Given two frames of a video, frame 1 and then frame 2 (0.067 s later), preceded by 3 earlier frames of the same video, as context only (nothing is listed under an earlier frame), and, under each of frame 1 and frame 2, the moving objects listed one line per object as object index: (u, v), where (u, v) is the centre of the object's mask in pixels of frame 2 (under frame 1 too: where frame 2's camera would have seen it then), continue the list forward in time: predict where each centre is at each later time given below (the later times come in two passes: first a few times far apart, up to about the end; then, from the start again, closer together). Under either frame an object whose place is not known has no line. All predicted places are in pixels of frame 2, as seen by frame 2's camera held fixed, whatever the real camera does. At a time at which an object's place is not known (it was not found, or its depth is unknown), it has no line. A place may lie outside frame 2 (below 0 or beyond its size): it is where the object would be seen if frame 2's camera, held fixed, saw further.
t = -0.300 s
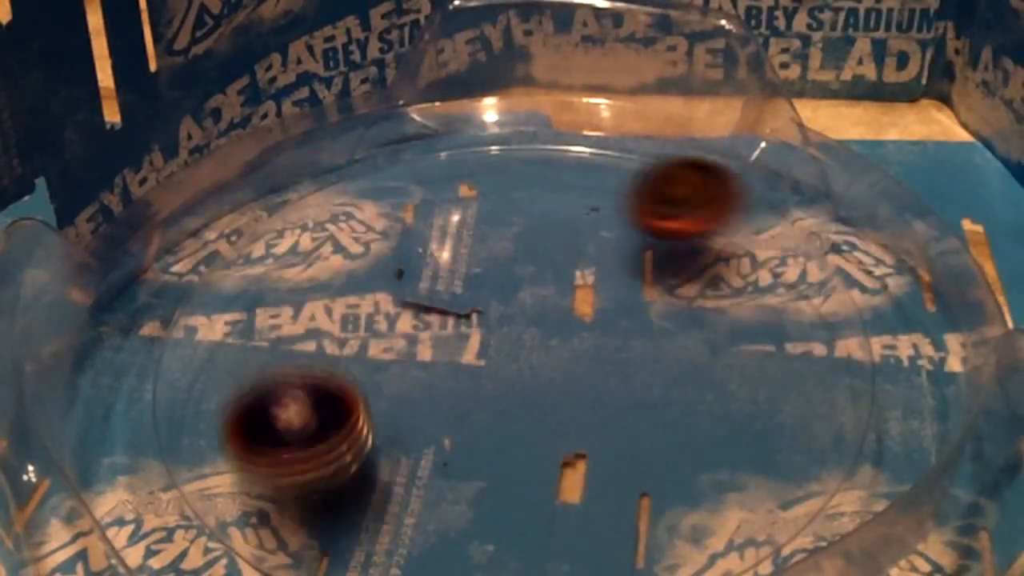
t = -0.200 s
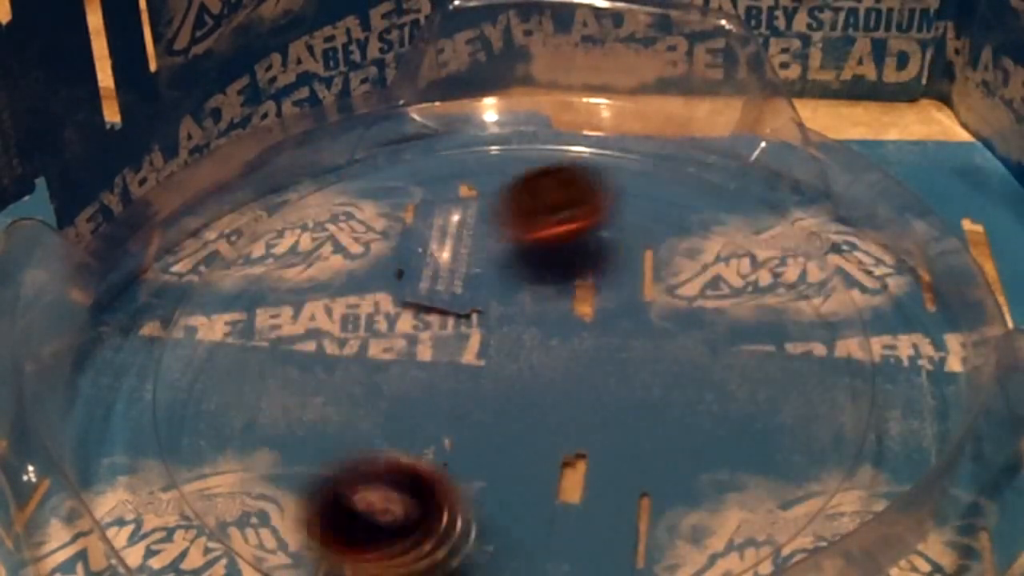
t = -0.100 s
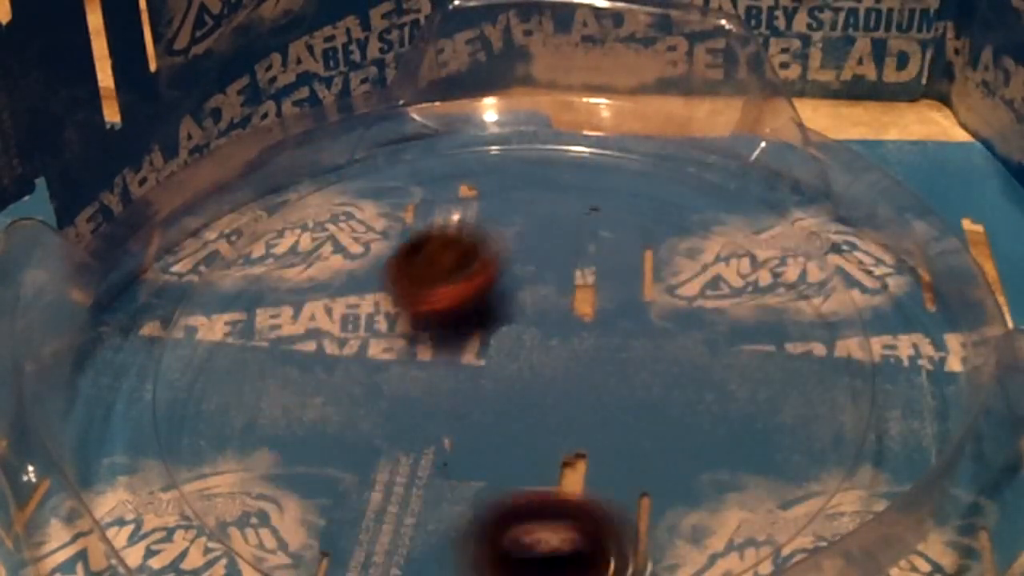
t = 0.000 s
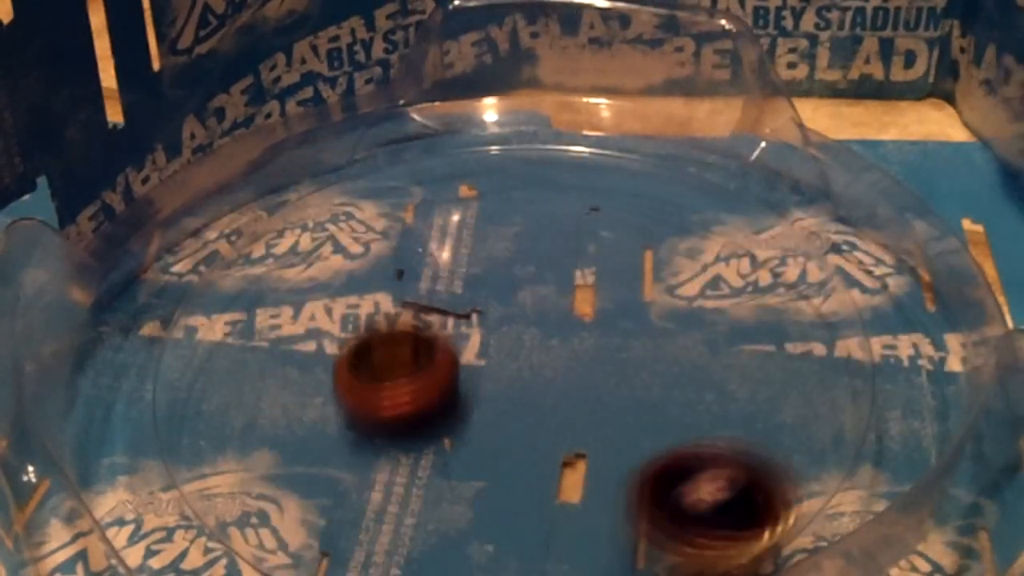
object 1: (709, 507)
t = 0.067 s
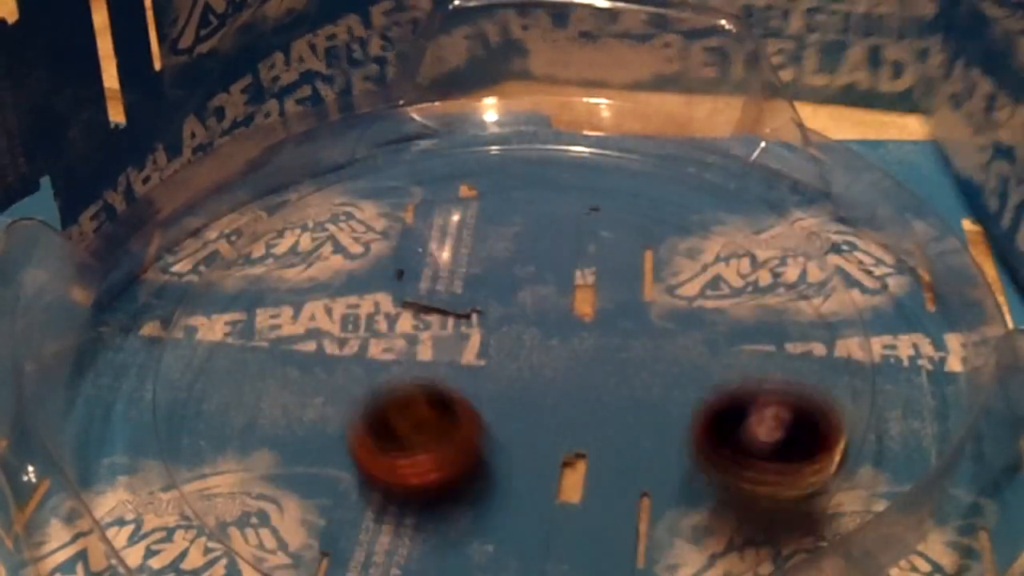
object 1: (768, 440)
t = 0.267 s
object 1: (673, 262)
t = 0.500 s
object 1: (373, 220)
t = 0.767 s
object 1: (203, 411)
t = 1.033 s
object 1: (604, 462)
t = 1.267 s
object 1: (681, 244)
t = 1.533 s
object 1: (414, 165)
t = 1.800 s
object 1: (153, 292)
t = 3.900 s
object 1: (529, 280)
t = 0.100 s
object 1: (777, 406)
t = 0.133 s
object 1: (773, 374)
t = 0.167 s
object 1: (762, 342)
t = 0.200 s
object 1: (738, 313)
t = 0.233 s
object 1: (711, 285)
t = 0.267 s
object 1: (673, 262)
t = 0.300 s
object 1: (635, 244)
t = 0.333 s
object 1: (596, 231)
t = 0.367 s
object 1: (553, 219)
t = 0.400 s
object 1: (510, 214)
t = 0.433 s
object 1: (462, 212)
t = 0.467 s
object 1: (414, 213)
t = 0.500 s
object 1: (373, 220)
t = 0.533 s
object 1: (327, 230)
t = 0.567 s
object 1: (289, 246)
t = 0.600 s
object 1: (255, 266)
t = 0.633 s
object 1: (225, 293)
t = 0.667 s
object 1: (201, 314)
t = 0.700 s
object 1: (188, 348)
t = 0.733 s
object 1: (188, 380)
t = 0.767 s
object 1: (203, 411)
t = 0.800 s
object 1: (229, 442)
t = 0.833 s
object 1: (274, 466)
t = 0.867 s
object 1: (335, 491)
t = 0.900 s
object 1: (383, 500)
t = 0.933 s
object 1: (451, 504)
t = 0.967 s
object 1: (497, 495)
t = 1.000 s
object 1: (557, 483)
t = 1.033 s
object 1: (604, 462)
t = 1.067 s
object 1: (645, 434)
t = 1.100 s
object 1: (673, 405)
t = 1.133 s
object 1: (692, 374)
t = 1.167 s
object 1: (705, 343)
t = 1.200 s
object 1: (707, 311)
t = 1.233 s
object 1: (699, 275)
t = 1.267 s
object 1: (681, 244)
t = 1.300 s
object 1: (664, 219)
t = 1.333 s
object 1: (638, 195)
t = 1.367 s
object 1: (605, 175)
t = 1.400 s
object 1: (571, 162)
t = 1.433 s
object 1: (530, 154)
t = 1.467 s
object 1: (491, 152)
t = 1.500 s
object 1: (451, 156)
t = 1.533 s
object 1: (414, 165)
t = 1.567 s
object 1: (379, 180)
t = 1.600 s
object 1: (346, 197)
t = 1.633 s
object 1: (308, 207)
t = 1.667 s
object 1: (276, 223)
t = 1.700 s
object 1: (249, 244)
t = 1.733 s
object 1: (228, 269)
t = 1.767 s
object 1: (179, 281)
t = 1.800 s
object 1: (153, 292)
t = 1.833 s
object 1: (132, 312)
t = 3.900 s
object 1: (529, 280)
